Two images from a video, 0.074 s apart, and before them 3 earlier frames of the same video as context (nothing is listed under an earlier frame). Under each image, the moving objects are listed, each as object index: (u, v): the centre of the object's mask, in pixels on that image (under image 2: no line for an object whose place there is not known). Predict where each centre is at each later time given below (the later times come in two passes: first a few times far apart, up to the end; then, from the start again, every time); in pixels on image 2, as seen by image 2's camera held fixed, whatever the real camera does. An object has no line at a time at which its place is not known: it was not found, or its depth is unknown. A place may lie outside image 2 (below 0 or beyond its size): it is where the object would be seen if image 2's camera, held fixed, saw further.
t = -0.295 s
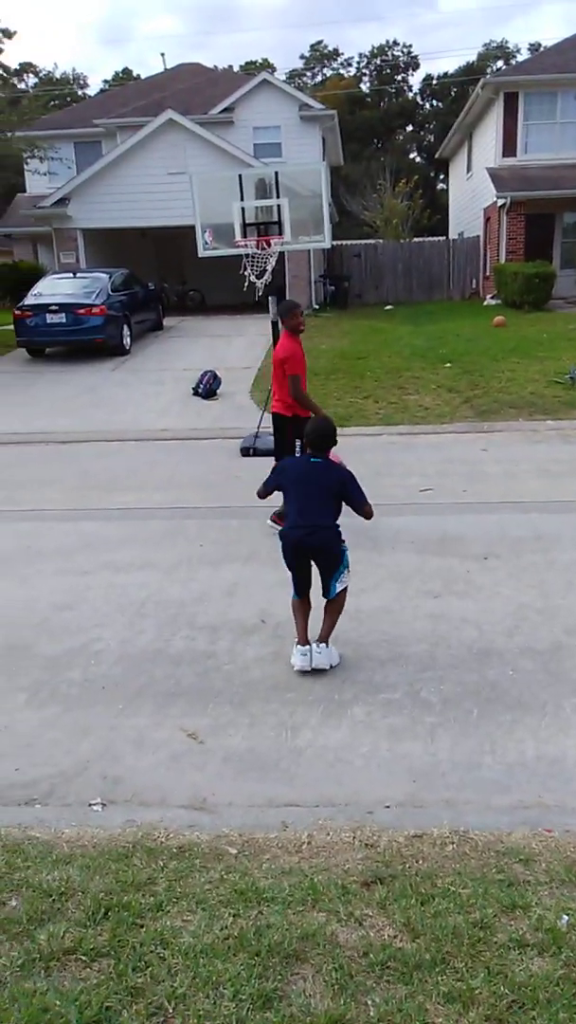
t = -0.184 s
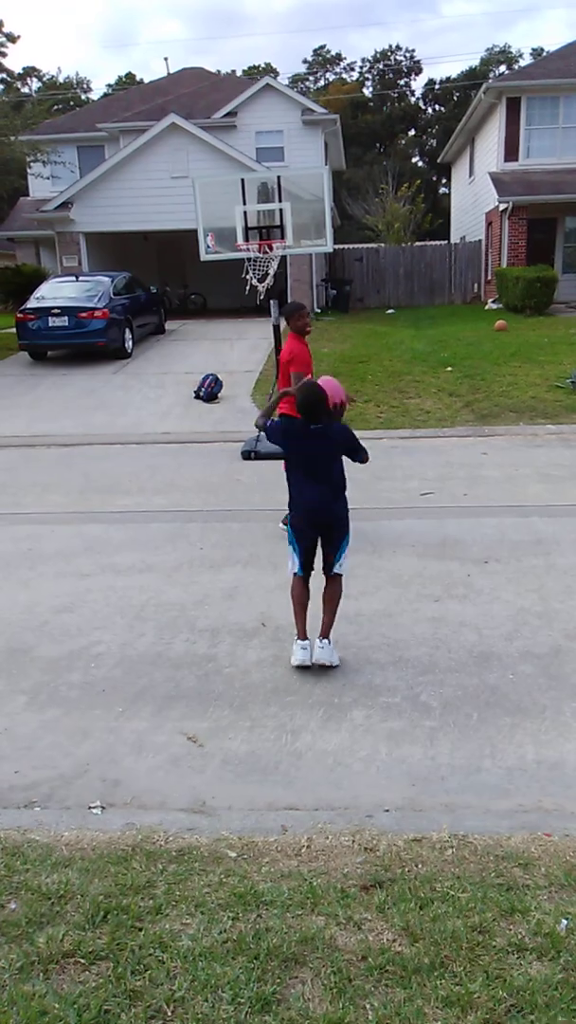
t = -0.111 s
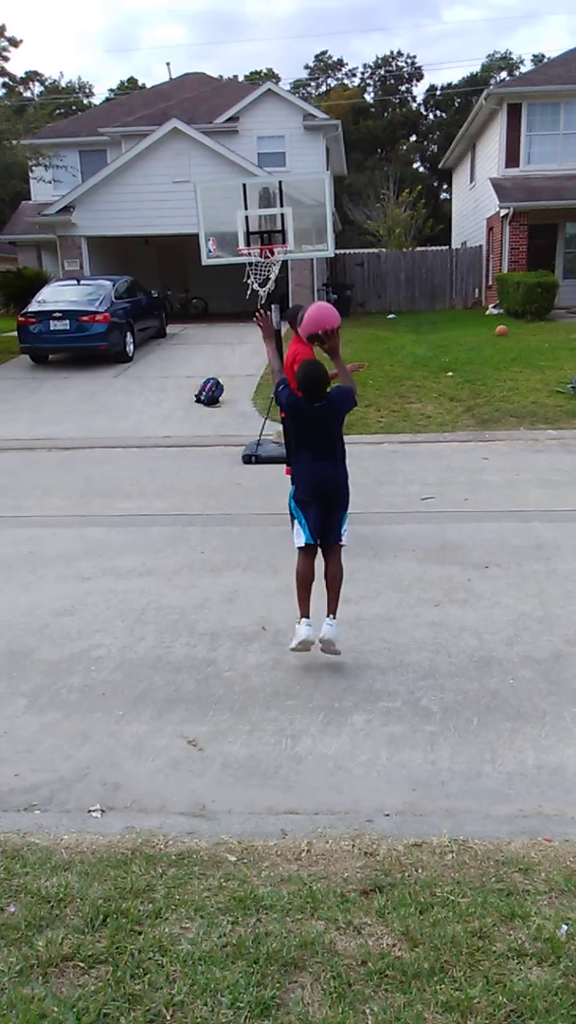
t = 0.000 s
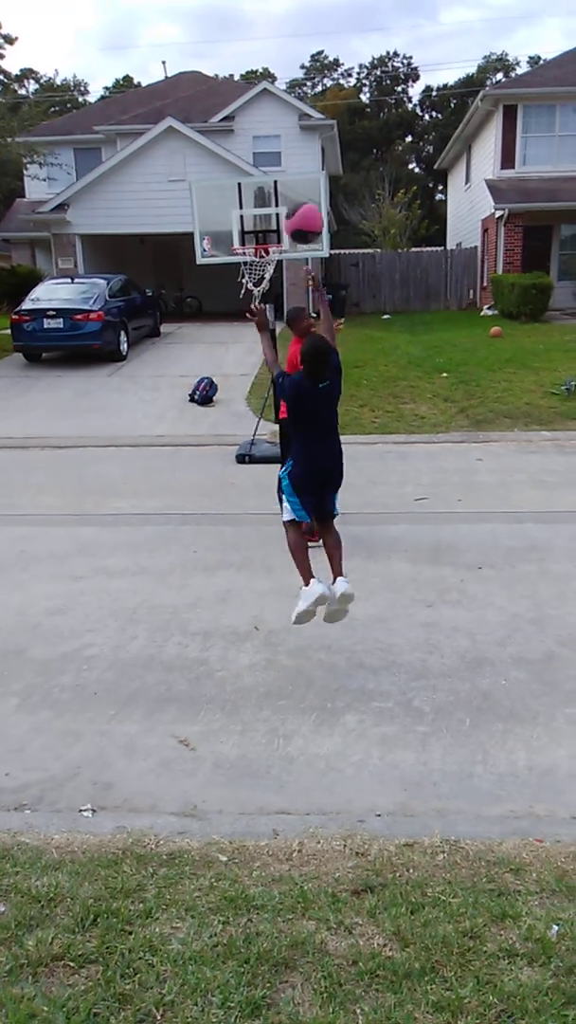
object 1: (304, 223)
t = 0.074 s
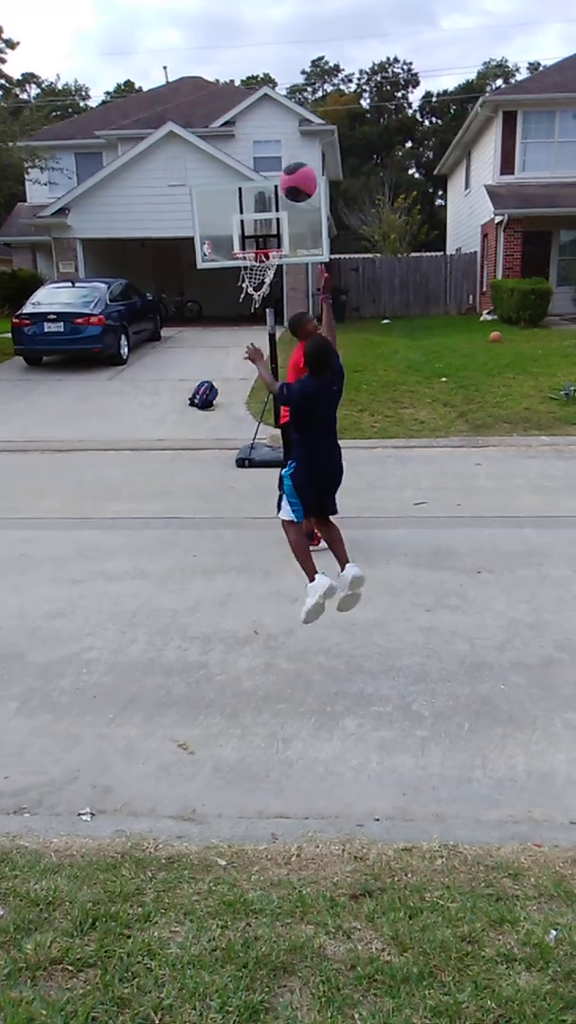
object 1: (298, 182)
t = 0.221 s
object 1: (287, 129)
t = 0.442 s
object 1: (274, 126)
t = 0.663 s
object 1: (267, 182)
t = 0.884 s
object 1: (255, 250)
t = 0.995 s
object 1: (258, 261)
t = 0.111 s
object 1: (295, 164)
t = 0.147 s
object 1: (292, 150)
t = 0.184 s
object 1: (290, 138)
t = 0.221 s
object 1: (287, 129)
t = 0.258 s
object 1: (285, 123)
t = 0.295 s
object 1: (283, 118)
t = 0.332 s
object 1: (279, 116)
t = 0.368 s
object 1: (277, 118)
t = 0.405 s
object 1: (276, 121)
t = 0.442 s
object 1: (274, 126)
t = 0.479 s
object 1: (273, 133)
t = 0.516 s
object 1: (271, 141)
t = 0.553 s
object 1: (270, 149)
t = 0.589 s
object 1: (268, 160)
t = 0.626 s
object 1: (268, 170)
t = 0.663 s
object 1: (267, 182)
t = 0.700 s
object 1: (265, 197)
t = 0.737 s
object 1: (264, 209)
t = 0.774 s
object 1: (262, 220)
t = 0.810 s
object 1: (260, 229)
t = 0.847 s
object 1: (258, 240)
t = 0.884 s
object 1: (255, 250)
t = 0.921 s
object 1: (256, 252)
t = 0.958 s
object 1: (258, 257)
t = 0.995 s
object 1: (258, 261)
